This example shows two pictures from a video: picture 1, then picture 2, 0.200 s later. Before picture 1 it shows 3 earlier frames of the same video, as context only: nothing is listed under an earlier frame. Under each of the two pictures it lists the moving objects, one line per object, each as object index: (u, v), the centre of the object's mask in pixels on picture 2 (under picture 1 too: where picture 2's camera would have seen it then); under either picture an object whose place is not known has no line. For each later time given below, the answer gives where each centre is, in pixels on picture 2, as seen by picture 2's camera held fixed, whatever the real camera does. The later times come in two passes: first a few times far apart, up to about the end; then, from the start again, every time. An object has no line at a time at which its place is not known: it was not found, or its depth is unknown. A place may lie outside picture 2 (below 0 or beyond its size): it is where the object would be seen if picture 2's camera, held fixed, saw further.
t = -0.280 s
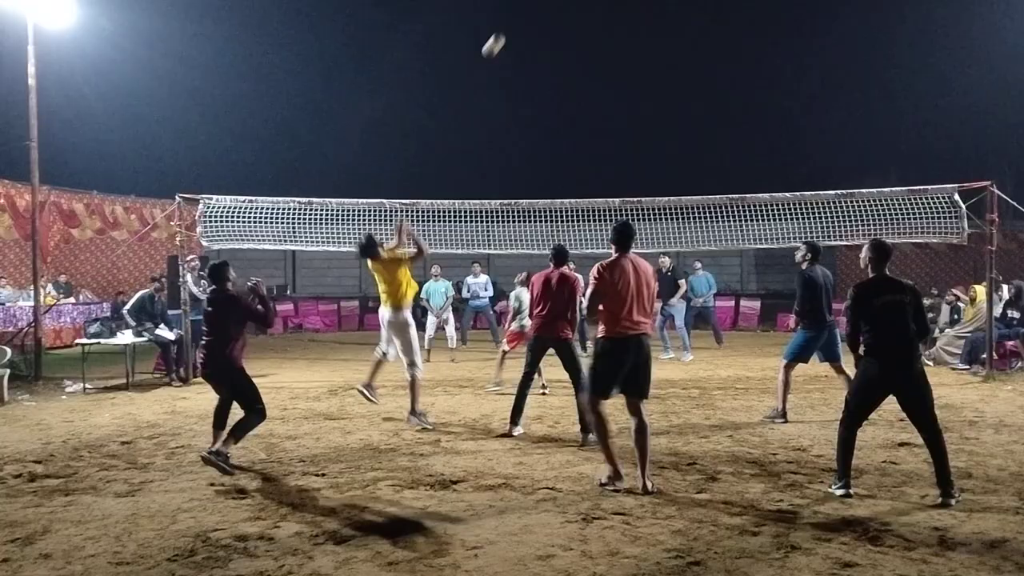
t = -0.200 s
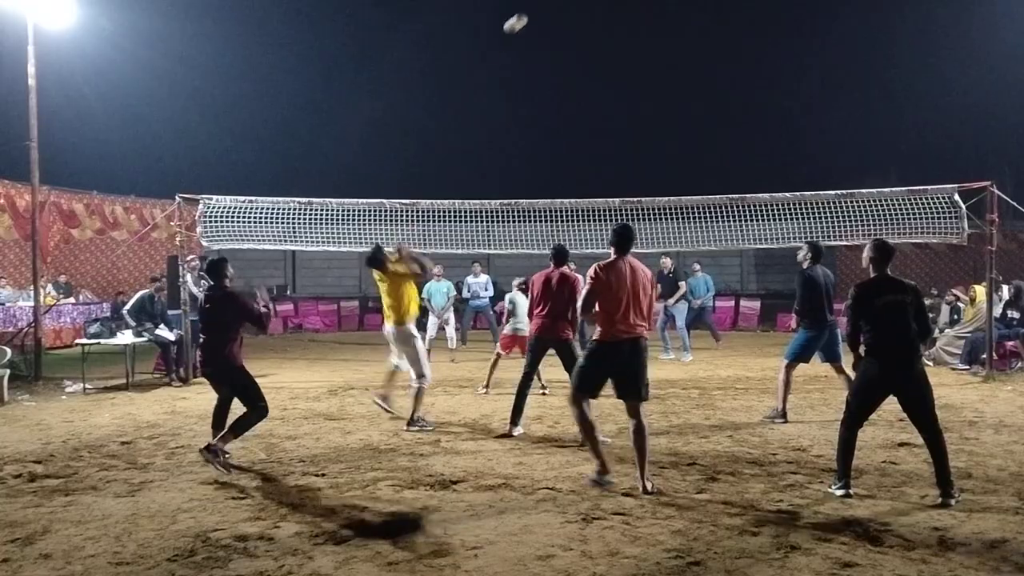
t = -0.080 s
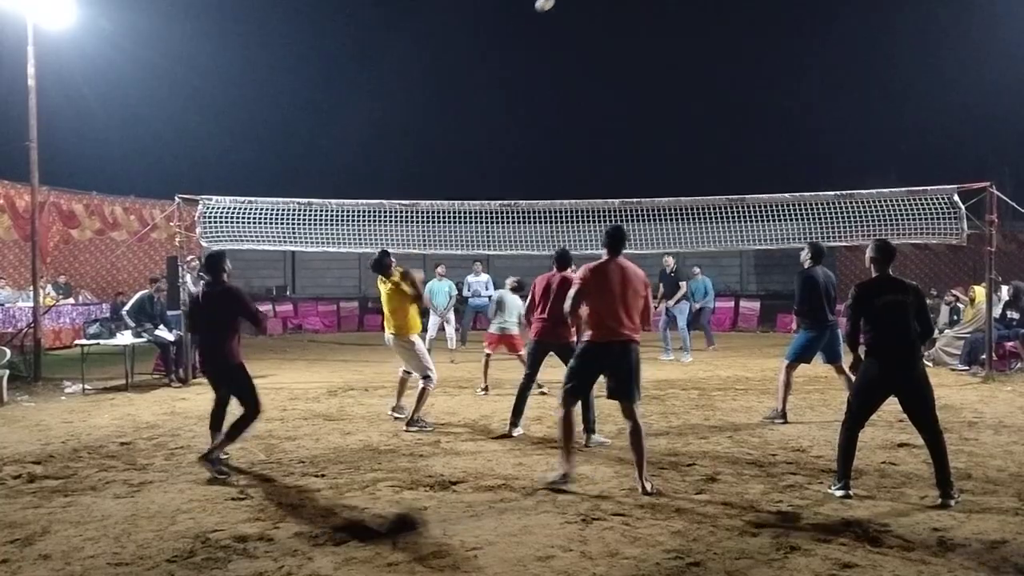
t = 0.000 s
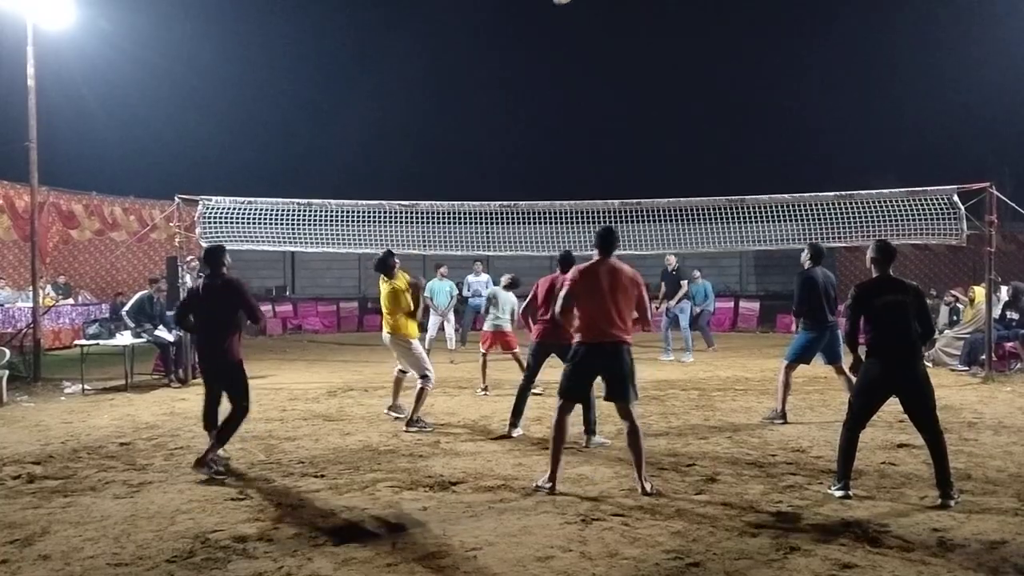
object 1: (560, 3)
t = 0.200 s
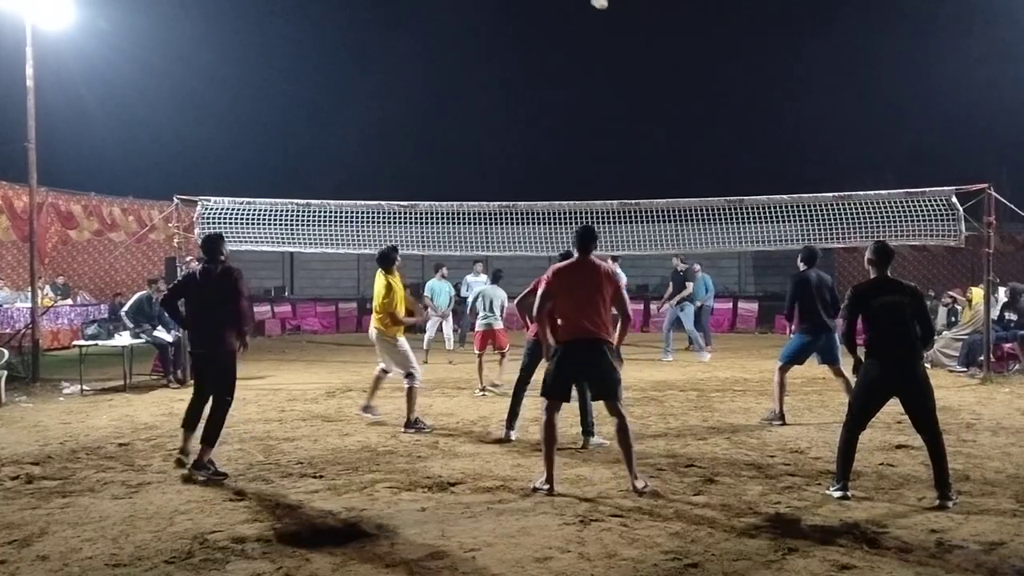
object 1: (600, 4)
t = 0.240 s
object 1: (606, 7)
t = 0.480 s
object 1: (642, 49)
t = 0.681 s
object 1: (666, 103)
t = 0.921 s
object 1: (691, 184)
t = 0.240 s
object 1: (606, 7)
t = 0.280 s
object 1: (612, 12)
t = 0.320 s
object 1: (618, 17)
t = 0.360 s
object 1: (624, 24)
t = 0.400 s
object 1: (630, 32)
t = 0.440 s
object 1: (636, 40)
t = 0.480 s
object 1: (642, 49)
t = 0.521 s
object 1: (647, 59)
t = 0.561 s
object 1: (652, 69)
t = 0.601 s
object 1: (657, 80)
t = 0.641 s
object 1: (661, 91)
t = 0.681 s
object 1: (666, 103)
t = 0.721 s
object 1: (670, 116)
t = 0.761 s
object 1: (675, 128)
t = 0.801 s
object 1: (679, 142)
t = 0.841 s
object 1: (683, 155)
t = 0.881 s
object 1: (686, 170)
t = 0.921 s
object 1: (691, 184)
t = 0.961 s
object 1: (693, 194)
